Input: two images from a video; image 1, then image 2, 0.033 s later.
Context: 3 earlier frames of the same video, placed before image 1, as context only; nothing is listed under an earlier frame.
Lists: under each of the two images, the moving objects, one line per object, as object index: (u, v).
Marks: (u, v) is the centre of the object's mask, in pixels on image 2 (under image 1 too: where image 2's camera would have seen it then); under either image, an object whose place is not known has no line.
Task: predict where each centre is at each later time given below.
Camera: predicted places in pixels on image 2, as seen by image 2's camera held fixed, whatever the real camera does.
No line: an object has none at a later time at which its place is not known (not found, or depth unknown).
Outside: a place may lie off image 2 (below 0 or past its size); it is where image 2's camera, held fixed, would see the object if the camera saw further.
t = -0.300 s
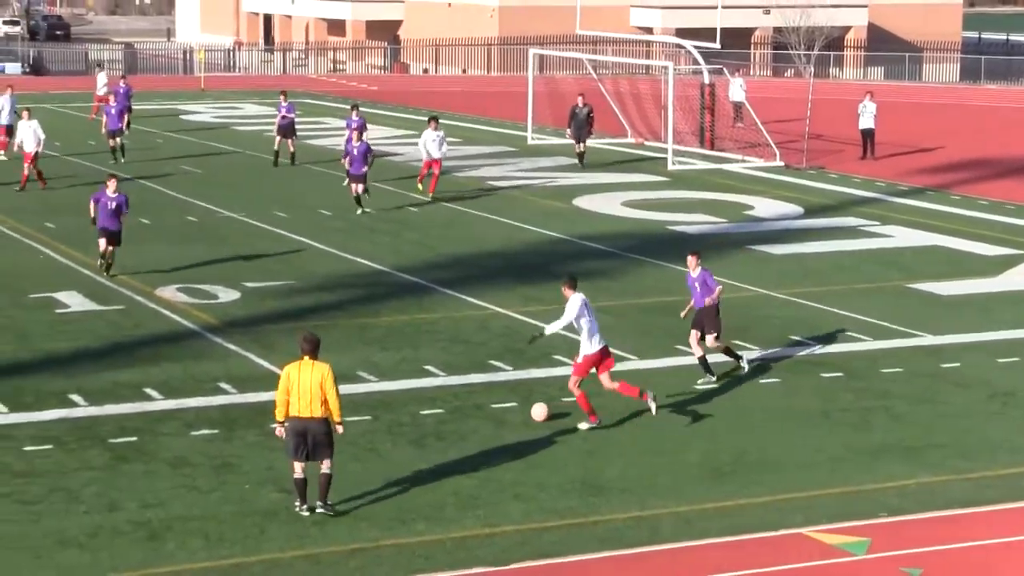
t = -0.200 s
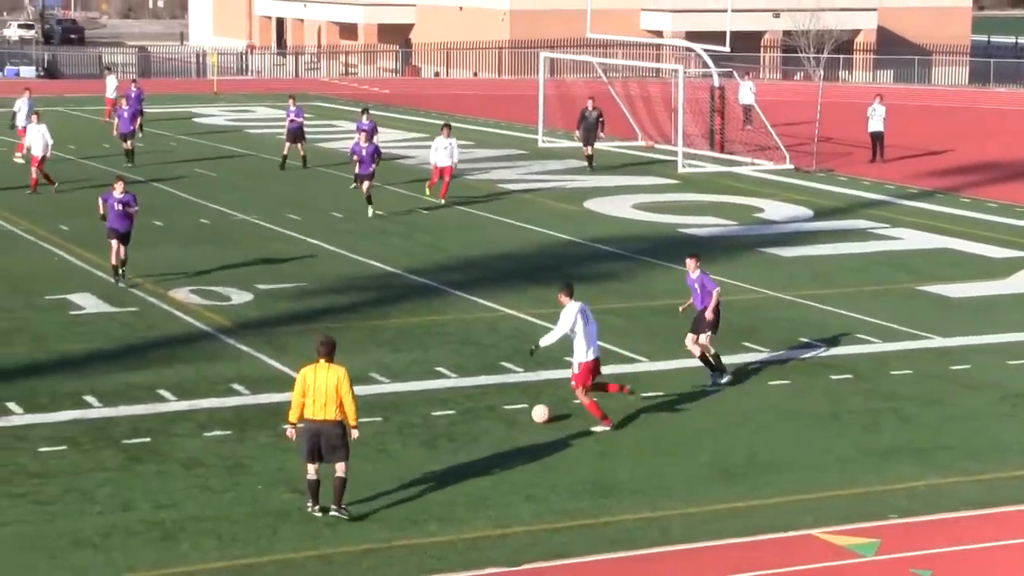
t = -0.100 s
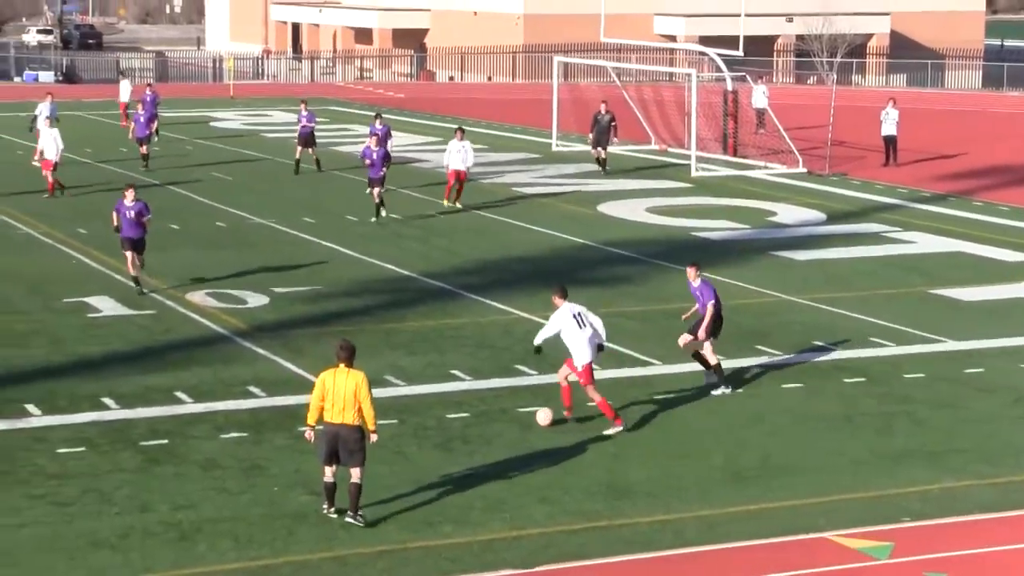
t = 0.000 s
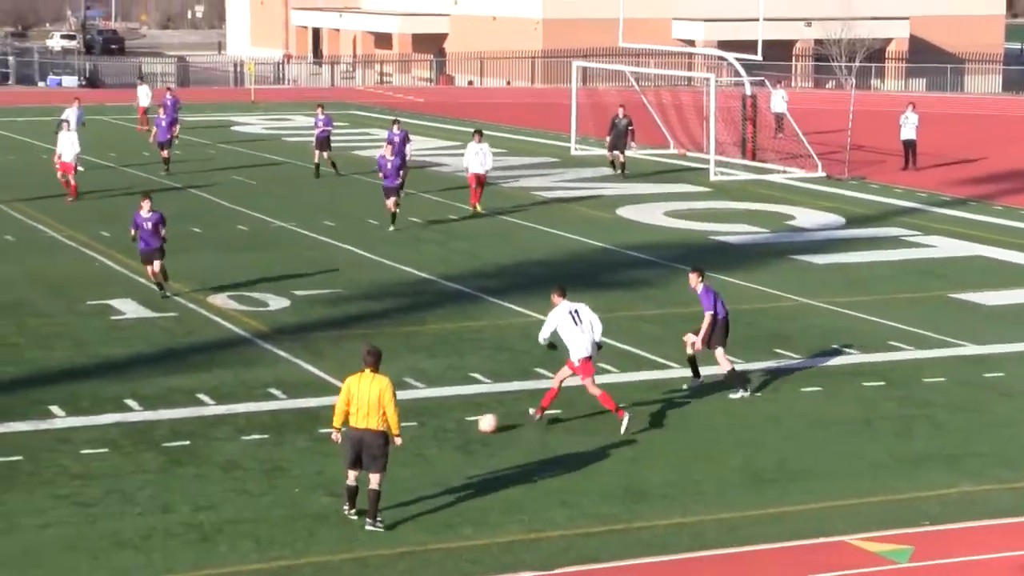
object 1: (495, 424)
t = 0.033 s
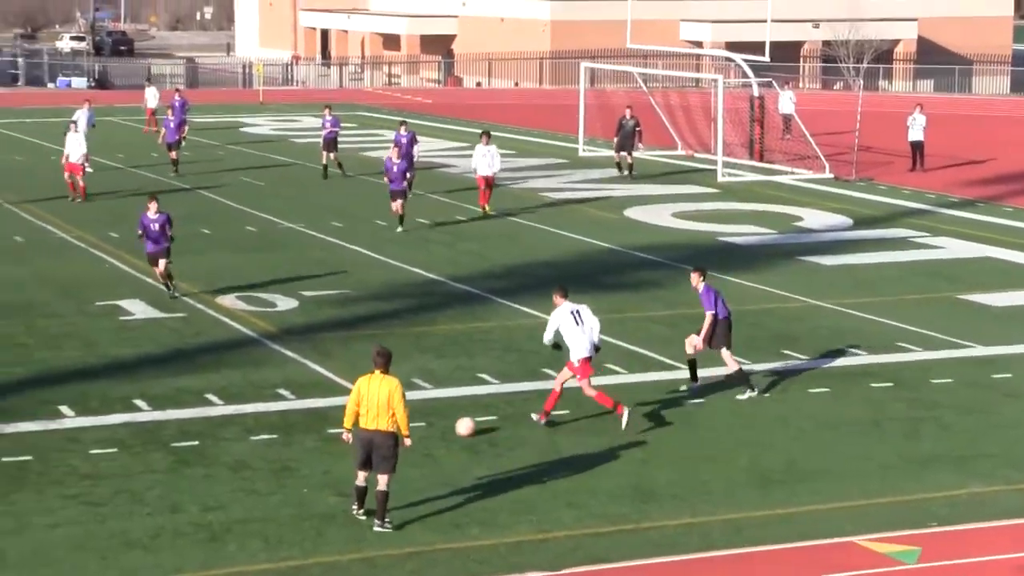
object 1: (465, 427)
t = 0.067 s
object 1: (436, 427)
